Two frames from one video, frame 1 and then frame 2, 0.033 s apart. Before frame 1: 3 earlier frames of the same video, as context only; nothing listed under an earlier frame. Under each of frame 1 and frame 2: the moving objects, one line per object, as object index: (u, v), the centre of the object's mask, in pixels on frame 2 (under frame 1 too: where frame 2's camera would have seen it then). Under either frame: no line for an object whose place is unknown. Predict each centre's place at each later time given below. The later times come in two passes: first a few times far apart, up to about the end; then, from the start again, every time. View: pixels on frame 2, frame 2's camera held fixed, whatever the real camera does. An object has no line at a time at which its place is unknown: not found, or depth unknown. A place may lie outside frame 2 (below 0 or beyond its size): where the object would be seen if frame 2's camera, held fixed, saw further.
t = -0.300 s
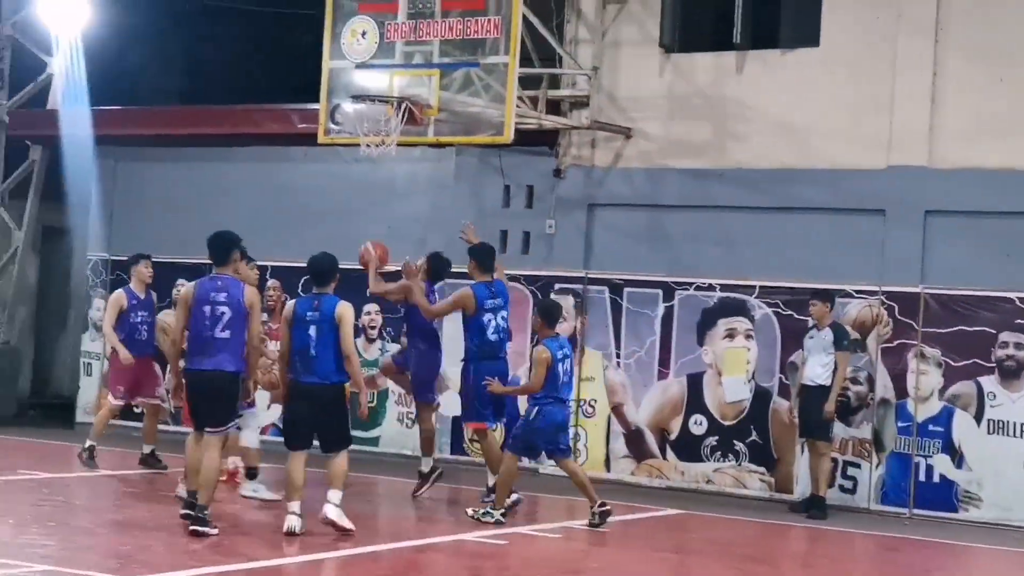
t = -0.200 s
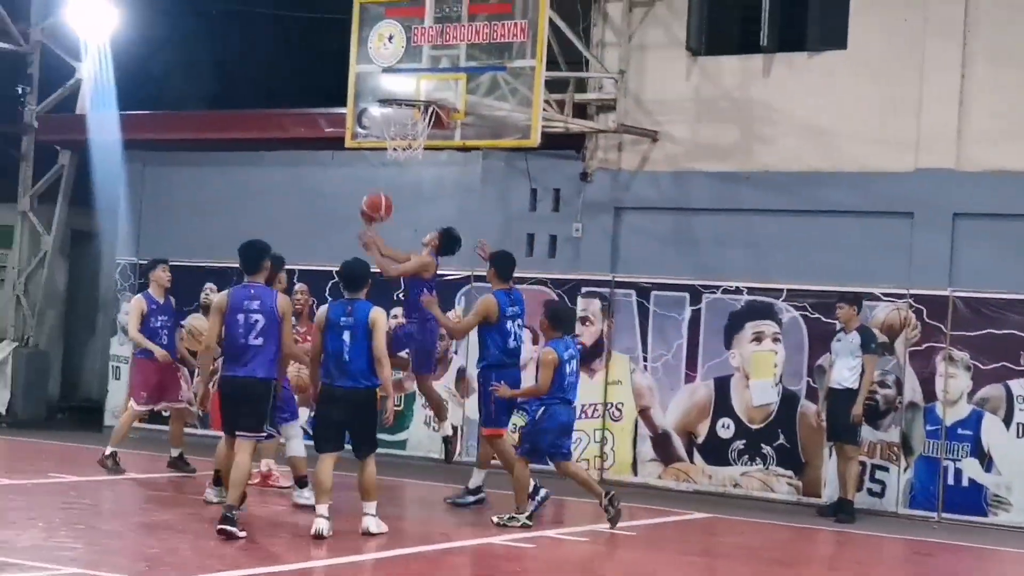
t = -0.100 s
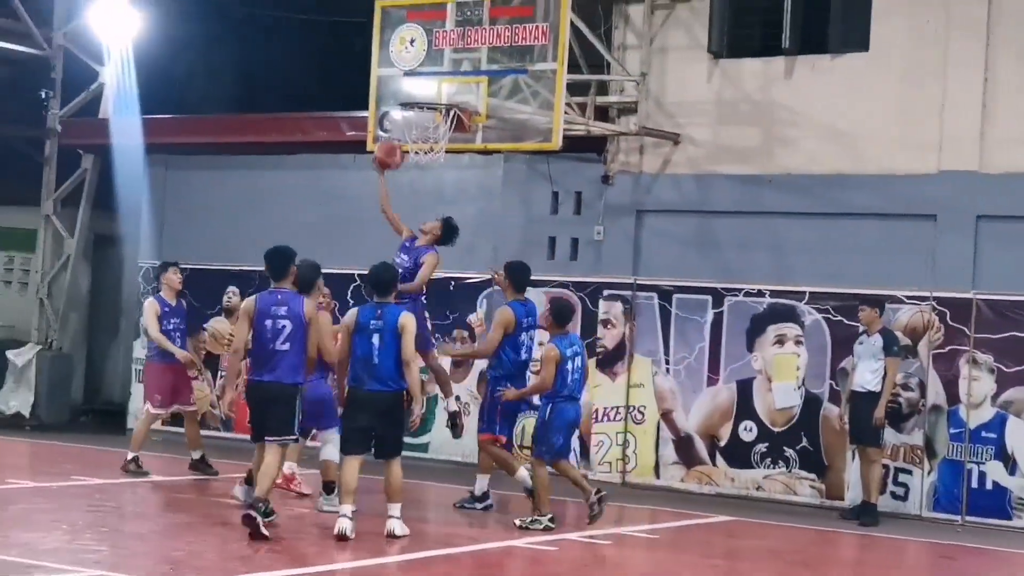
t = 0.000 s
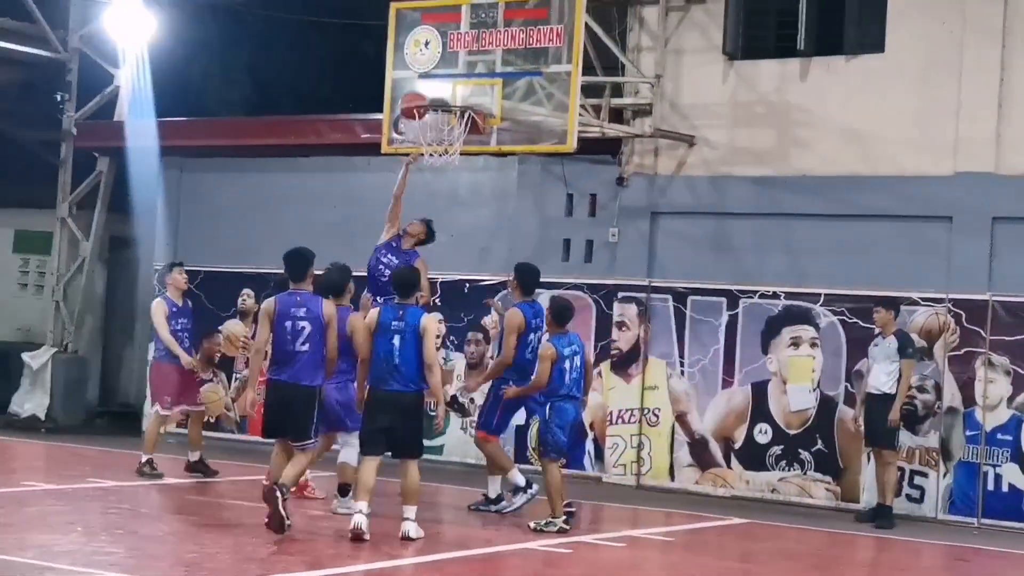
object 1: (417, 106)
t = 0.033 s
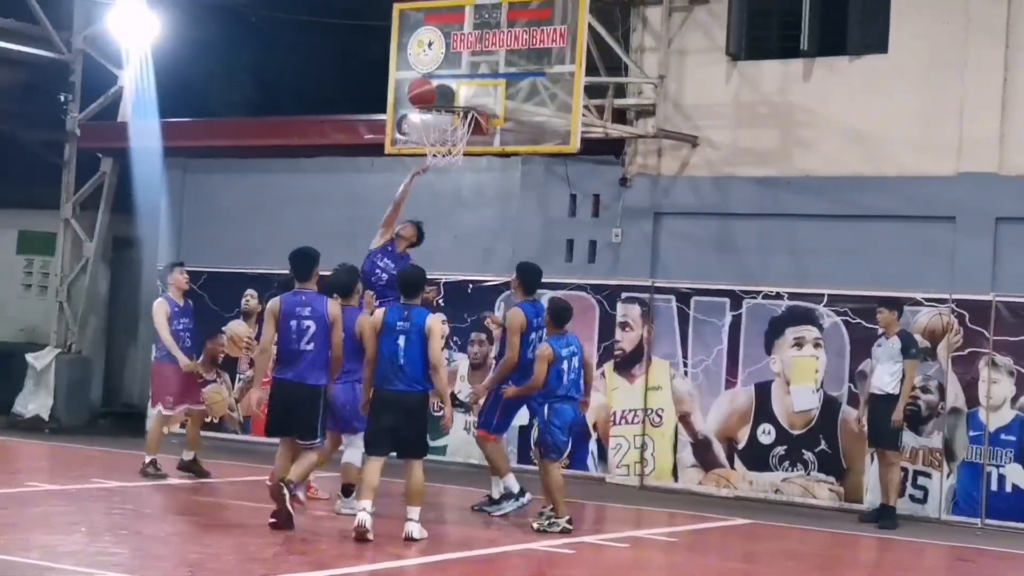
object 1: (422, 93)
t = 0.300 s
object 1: (436, 52)
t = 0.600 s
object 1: (444, 86)
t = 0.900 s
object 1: (461, 90)
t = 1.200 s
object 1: (439, 101)
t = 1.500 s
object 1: (458, 156)
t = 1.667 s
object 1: (463, 209)
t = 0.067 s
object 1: (426, 80)
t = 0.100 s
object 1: (428, 70)
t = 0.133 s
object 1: (430, 65)
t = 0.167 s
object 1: (431, 60)
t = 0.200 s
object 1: (432, 55)
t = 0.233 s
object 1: (434, 53)
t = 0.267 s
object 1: (435, 51)
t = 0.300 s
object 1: (436, 52)
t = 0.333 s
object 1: (437, 52)
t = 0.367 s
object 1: (437, 55)
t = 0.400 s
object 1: (438, 59)
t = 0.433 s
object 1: (439, 64)
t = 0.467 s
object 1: (439, 70)
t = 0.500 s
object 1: (440, 78)
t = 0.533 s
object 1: (441, 88)
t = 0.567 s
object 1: (442, 93)
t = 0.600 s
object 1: (444, 86)
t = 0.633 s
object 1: (446, 81)
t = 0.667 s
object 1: (448, 77)
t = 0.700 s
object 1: (450, 75)
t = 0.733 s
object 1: (452, 74)
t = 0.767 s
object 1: (454, 74)
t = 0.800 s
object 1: (456, 75)
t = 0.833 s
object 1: (458, 79)
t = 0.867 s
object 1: (459, 84)
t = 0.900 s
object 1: (461, 90)
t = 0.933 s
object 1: (462, 95)
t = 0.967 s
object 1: (457, 93)
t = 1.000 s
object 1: (453, 92)
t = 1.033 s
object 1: (448, 92)
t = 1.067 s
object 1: (443, 92)
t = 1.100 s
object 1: (438, 94)
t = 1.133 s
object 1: (433, 98)
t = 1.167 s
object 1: (436, 97)
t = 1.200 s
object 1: (439, 101)
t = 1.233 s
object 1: (442, 104)
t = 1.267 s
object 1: (444, 108)
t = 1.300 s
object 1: (446, 113)
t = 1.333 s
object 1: (449, 121)
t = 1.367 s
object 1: (451, 129)
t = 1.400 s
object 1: (453, 134)
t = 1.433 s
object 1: (455, 141)
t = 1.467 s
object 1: (456, 148)
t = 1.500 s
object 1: (458, 156)
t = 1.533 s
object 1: (459, 163)
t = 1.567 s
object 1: (460, 172)
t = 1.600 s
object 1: (461, 183)
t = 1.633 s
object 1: (462, 195)
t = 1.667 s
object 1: (463, 209)
